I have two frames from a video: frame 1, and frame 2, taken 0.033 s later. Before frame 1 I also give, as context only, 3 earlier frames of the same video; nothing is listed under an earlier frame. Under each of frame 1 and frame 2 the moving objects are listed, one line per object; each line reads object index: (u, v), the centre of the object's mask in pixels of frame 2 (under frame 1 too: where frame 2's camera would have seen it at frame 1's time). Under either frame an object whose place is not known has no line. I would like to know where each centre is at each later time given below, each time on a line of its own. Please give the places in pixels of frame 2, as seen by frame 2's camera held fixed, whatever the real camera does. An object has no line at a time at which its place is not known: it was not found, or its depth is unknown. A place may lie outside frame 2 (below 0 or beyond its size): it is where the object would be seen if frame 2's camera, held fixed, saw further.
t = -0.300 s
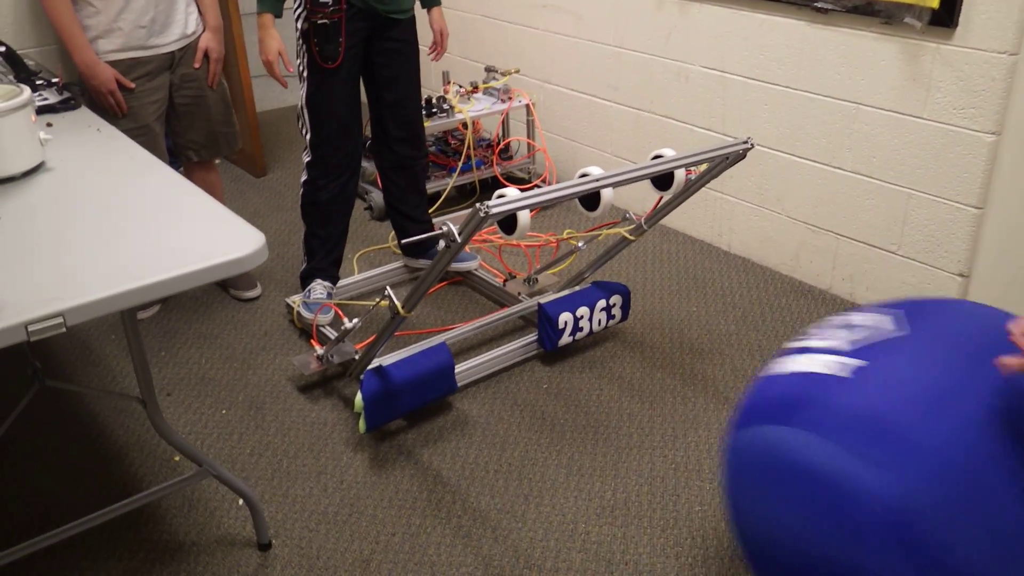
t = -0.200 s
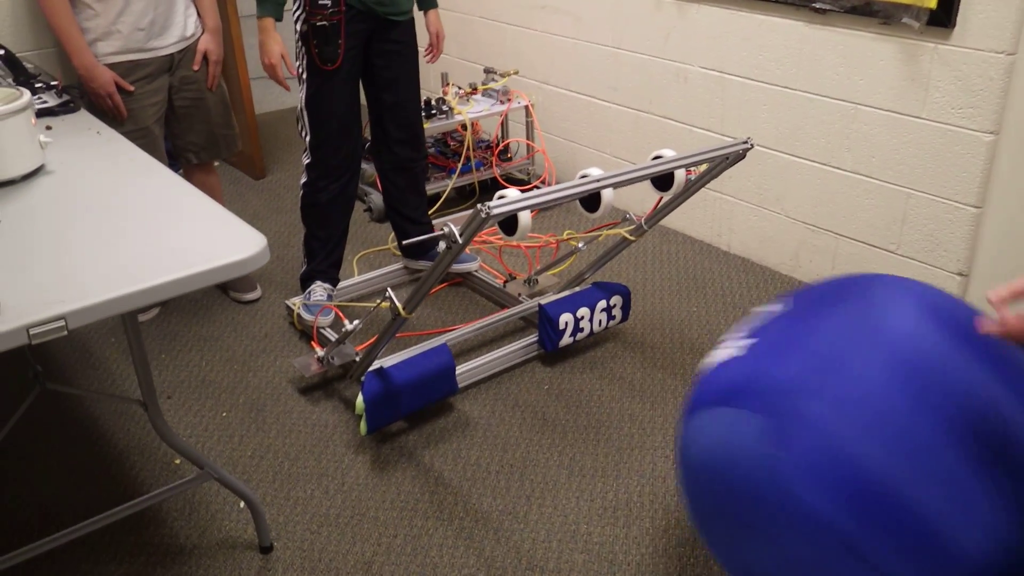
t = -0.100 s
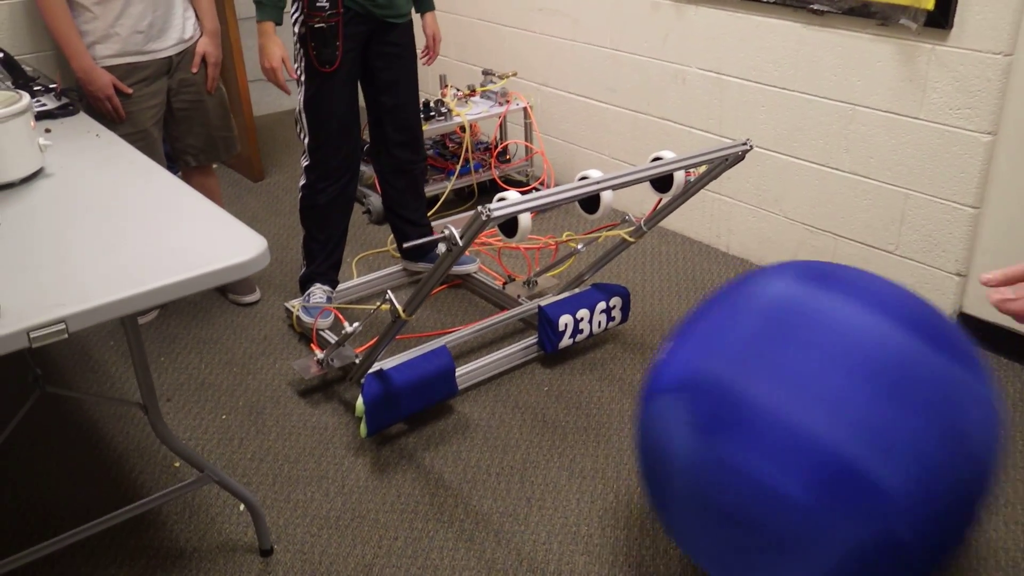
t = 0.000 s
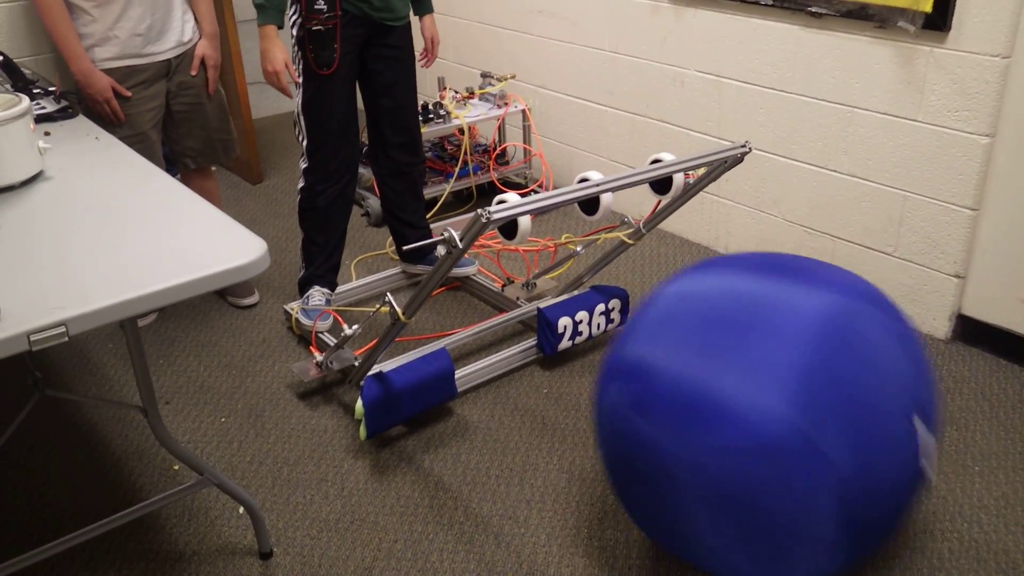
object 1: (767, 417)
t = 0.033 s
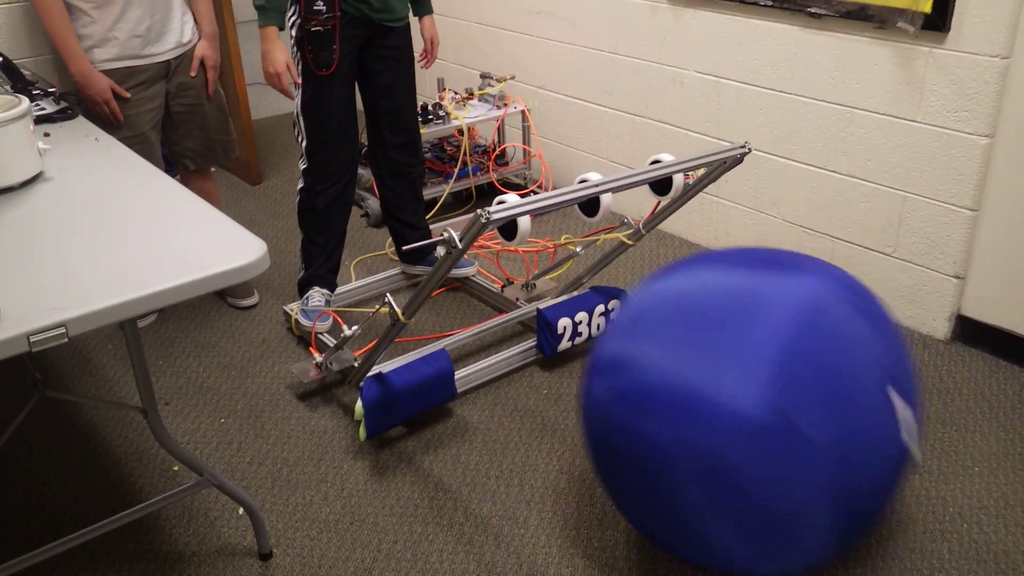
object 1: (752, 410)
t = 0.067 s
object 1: (736, 402)
